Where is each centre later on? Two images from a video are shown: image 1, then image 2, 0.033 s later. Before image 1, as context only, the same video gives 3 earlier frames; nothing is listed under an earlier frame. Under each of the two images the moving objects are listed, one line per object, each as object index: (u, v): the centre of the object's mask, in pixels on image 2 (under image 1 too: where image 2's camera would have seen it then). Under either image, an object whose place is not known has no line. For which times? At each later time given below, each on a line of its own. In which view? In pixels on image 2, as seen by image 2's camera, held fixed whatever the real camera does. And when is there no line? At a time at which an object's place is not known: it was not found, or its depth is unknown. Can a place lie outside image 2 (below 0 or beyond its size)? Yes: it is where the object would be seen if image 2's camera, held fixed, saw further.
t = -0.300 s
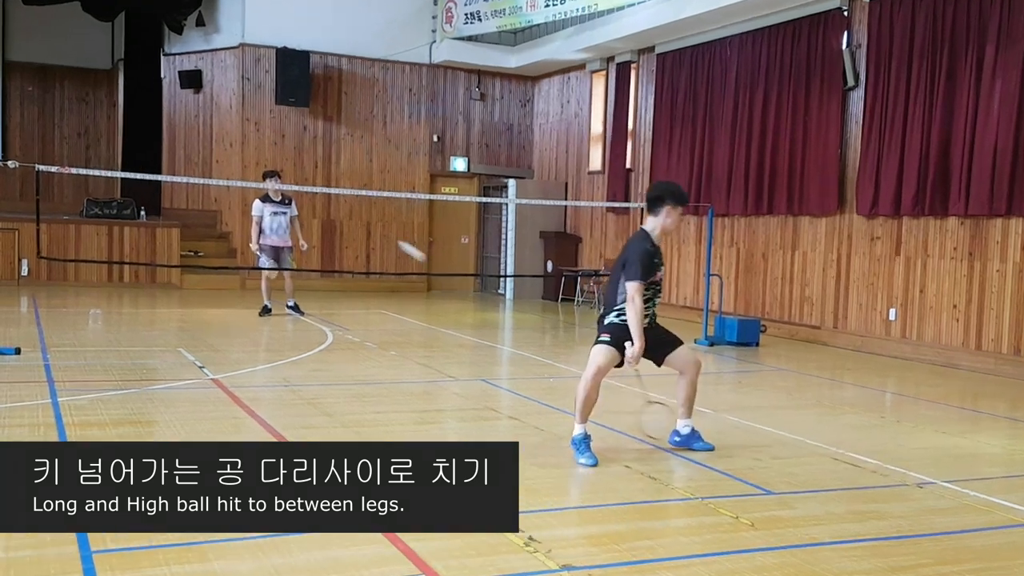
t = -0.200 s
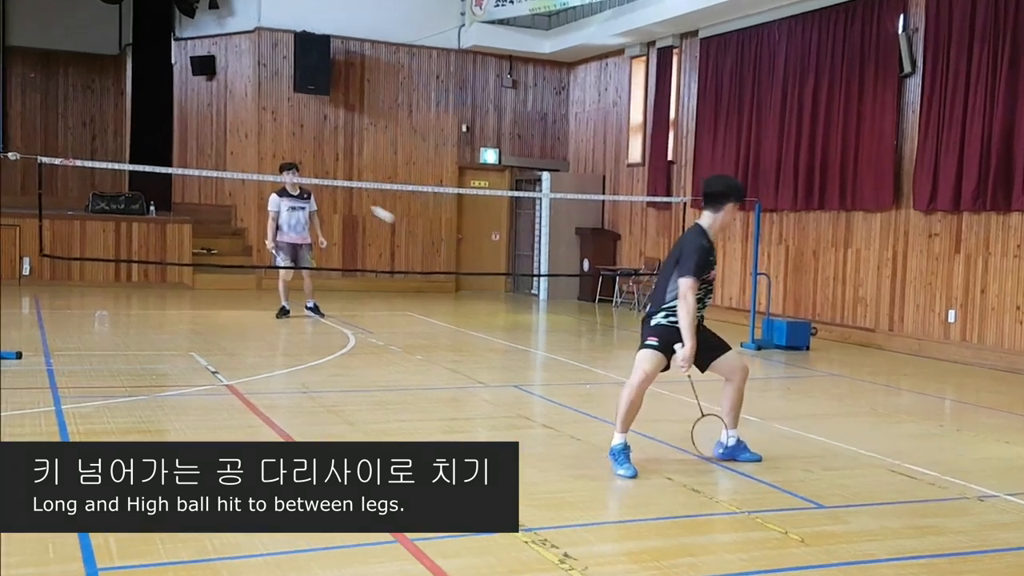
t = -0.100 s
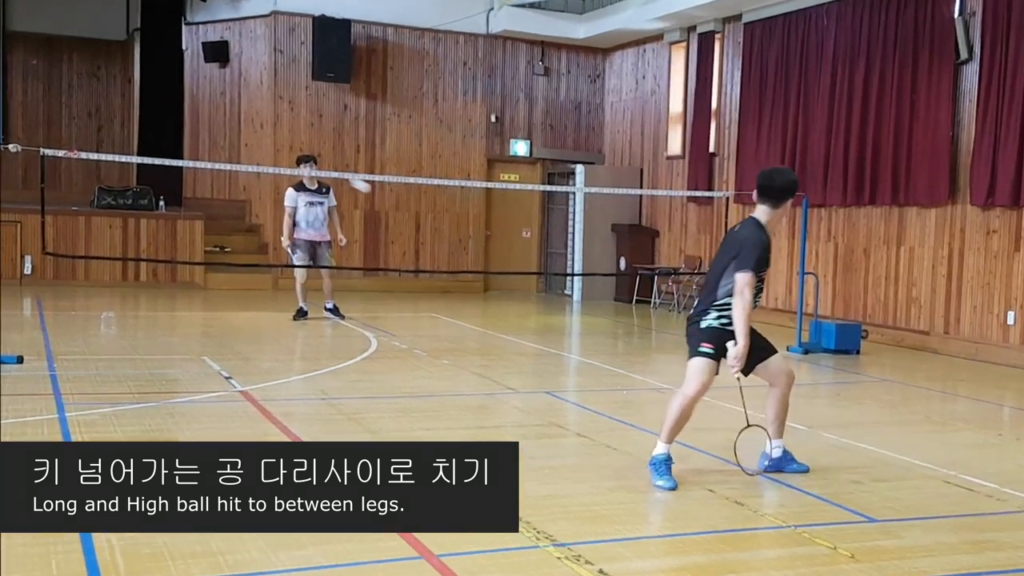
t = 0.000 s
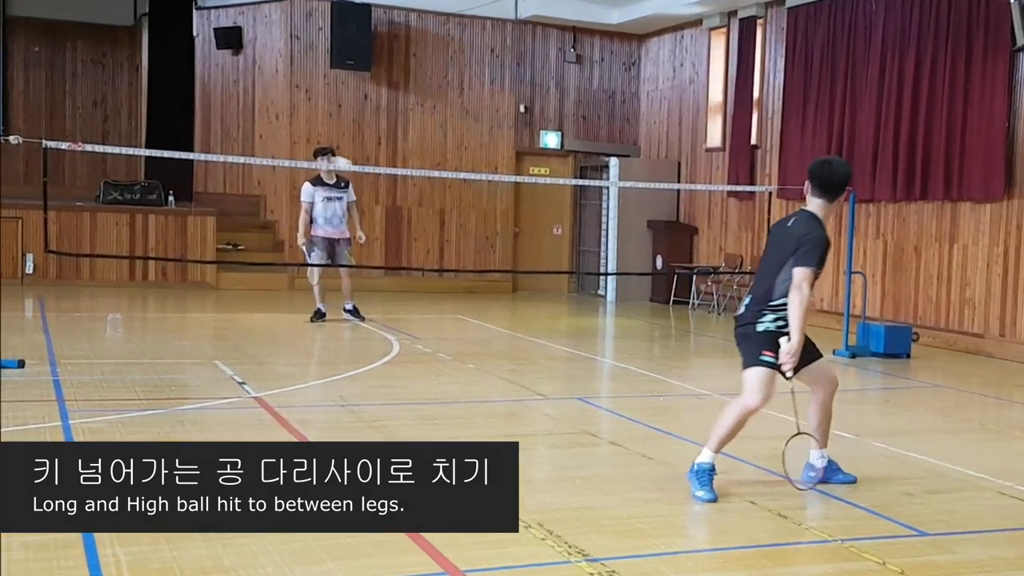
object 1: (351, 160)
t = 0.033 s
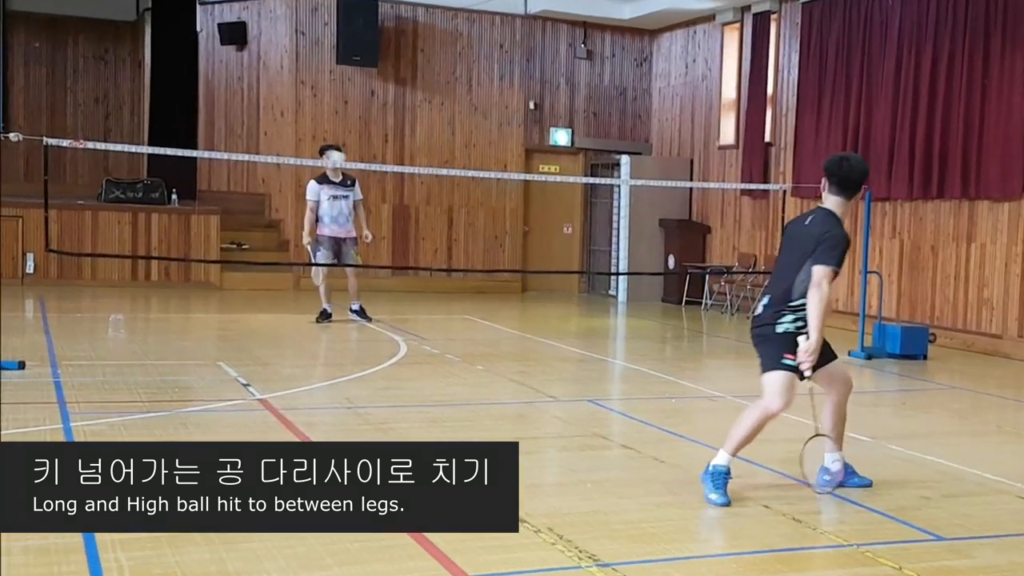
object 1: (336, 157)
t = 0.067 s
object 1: (322, 151)
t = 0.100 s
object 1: (309, 147)
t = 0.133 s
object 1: (298, 143)
